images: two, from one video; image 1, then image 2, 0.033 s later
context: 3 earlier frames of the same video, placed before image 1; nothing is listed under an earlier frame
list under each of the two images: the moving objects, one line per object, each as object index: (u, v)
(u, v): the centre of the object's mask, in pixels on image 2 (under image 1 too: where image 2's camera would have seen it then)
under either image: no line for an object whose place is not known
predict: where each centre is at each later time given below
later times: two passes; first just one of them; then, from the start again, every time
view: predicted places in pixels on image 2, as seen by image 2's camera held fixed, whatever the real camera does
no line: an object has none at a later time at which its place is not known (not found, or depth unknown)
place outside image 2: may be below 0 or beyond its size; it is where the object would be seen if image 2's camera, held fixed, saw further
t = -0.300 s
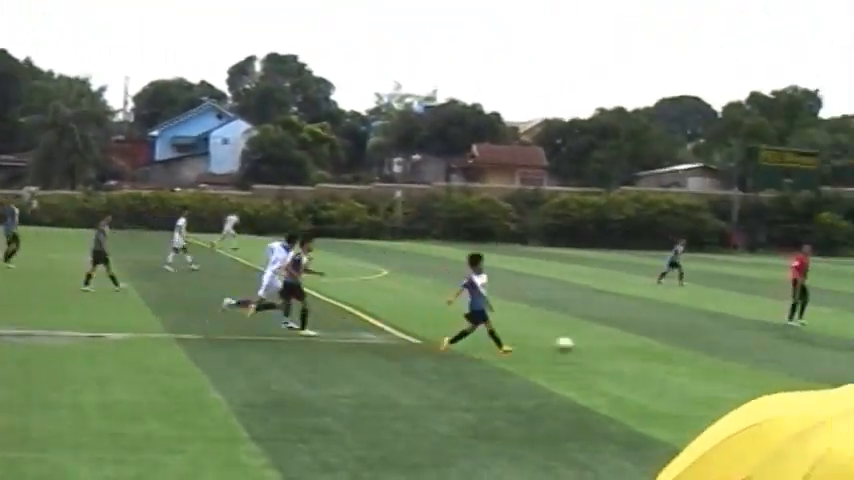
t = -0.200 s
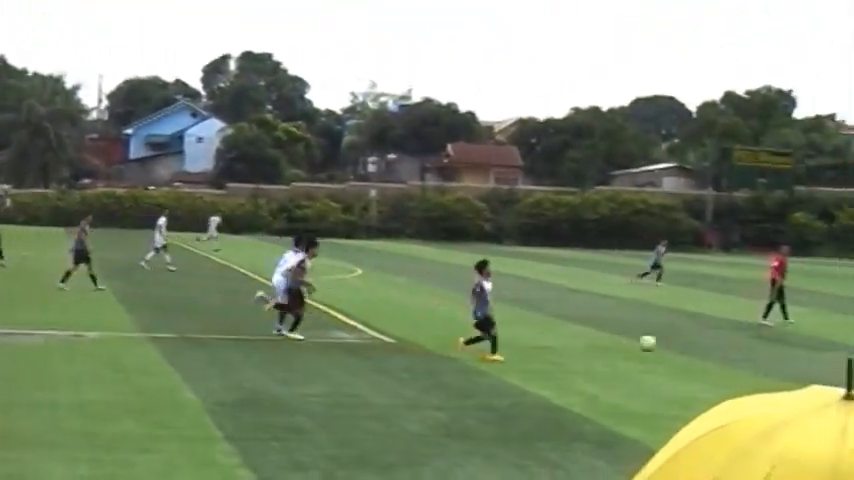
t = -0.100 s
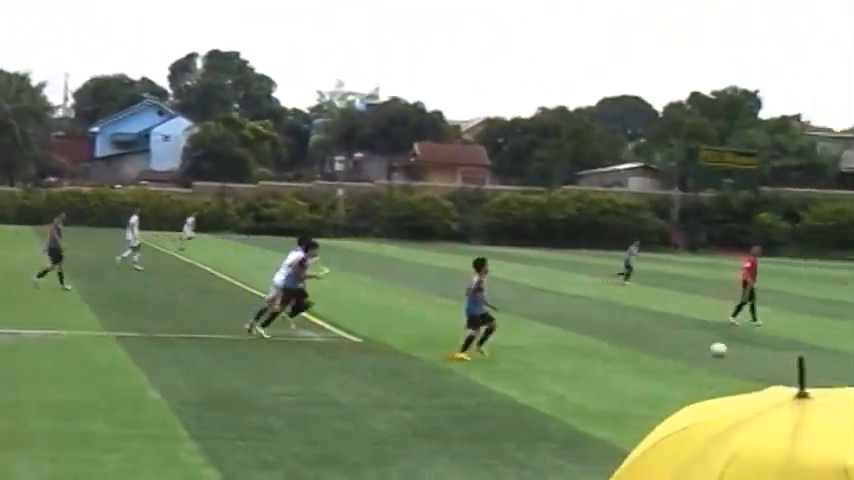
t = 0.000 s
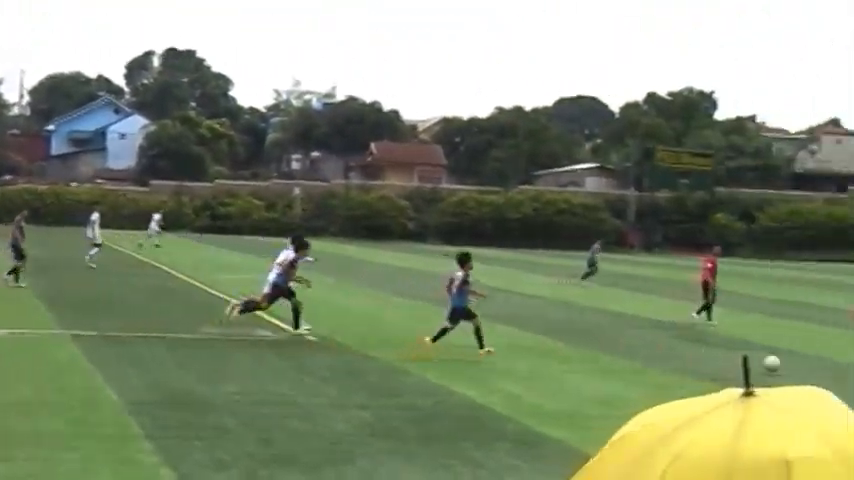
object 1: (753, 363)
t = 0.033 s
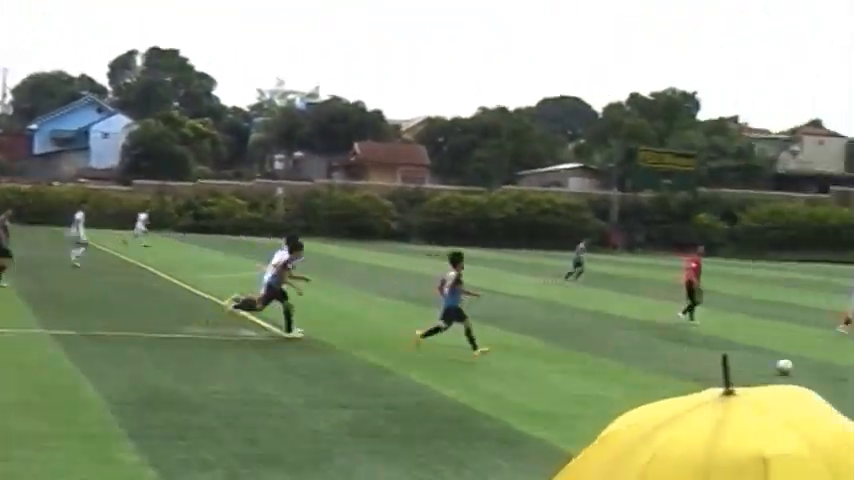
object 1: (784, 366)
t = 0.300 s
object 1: (1008, 377)
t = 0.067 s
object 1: (815, 365)
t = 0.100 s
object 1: (844, 364)
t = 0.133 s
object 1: (874, 364)
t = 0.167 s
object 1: (903, 365)
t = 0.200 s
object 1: (930, 367)
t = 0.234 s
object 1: (957, 369)
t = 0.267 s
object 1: (982, 373)
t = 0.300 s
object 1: (1008, 377)
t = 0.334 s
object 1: (1032, 377)
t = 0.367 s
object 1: (1055, 378)
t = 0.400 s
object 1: (1079, 377)
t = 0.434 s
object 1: (1102, 379)
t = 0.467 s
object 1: (1125, 382)
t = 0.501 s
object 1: (1147, 384)
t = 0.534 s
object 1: (1168, 385)
